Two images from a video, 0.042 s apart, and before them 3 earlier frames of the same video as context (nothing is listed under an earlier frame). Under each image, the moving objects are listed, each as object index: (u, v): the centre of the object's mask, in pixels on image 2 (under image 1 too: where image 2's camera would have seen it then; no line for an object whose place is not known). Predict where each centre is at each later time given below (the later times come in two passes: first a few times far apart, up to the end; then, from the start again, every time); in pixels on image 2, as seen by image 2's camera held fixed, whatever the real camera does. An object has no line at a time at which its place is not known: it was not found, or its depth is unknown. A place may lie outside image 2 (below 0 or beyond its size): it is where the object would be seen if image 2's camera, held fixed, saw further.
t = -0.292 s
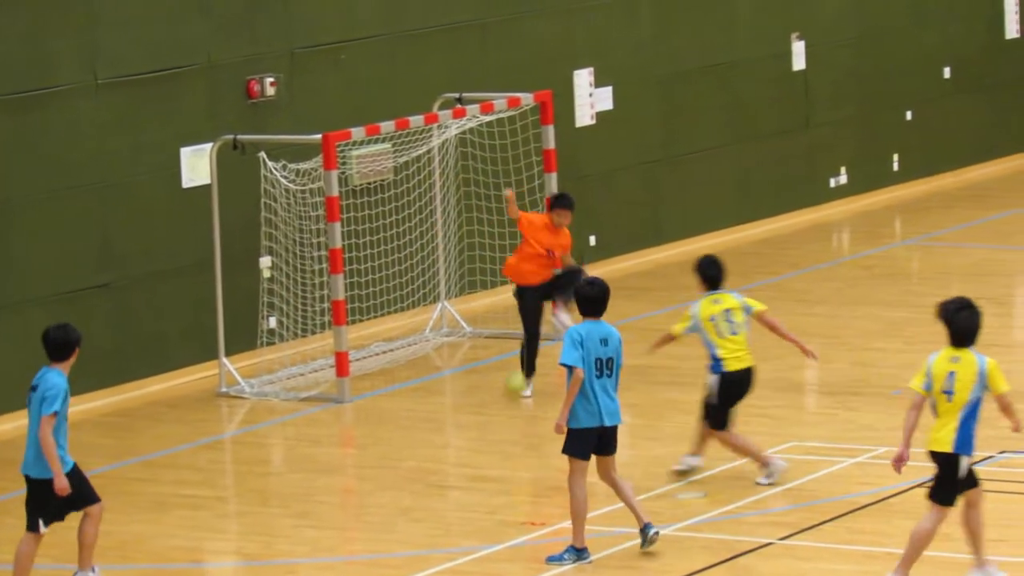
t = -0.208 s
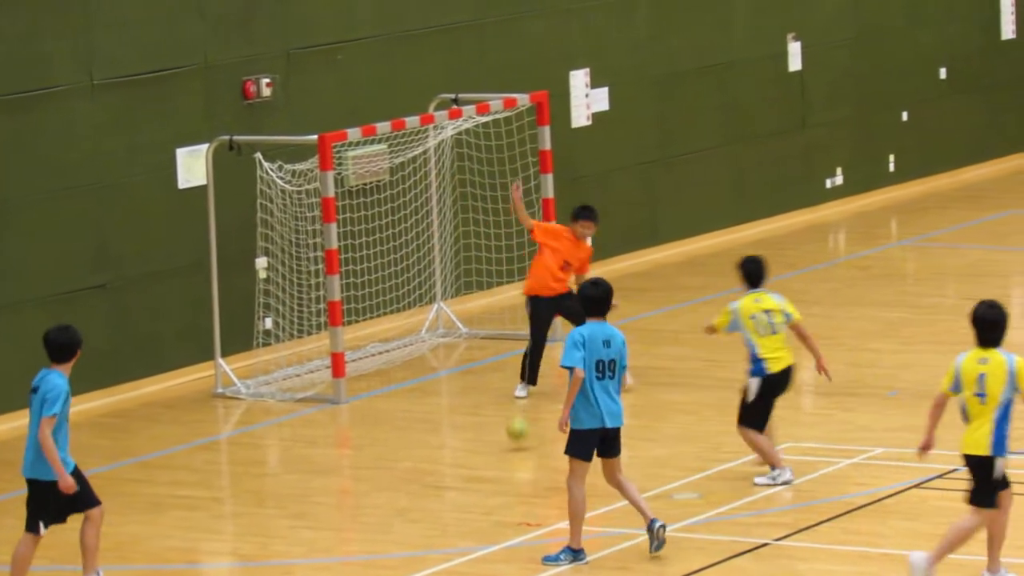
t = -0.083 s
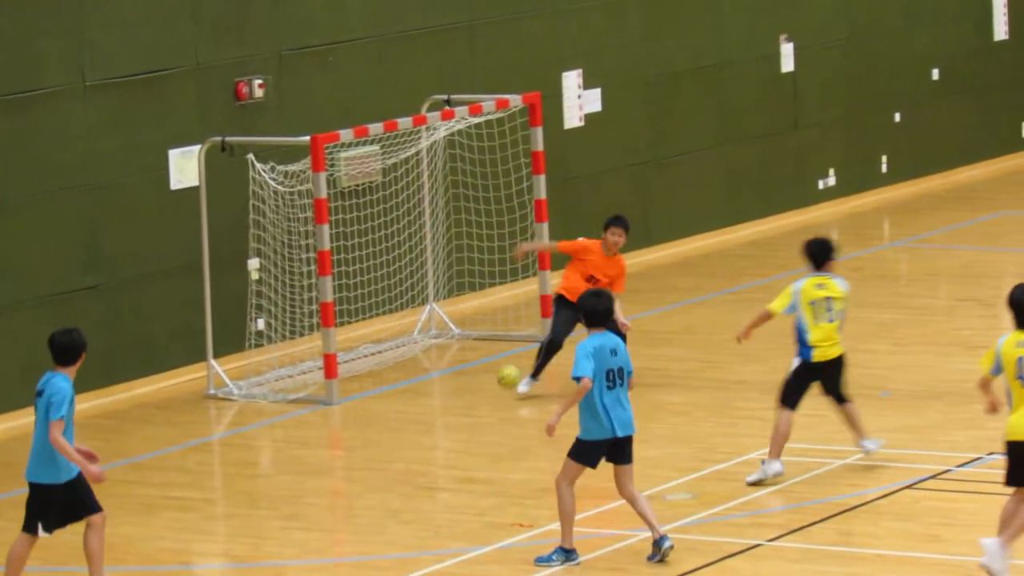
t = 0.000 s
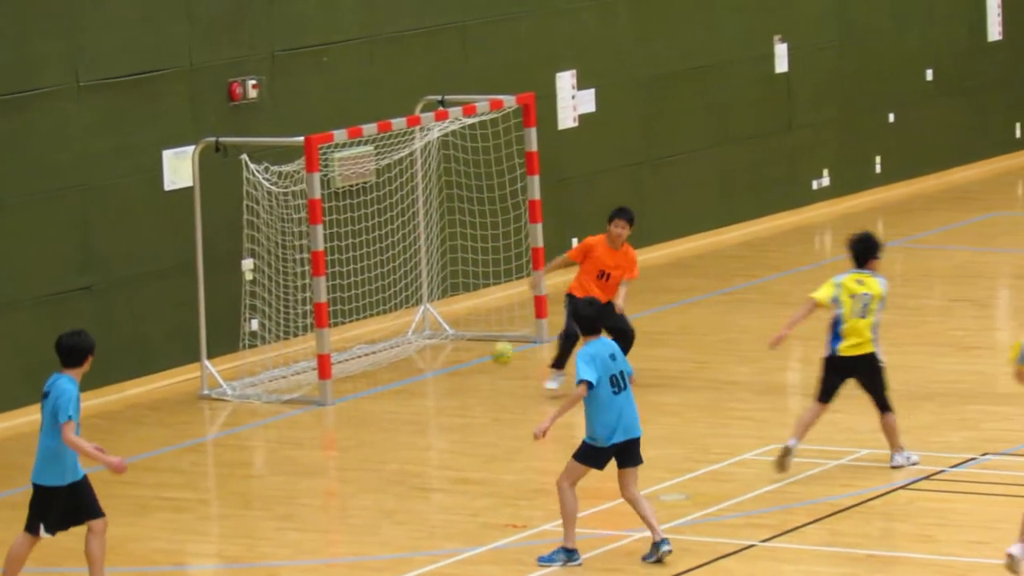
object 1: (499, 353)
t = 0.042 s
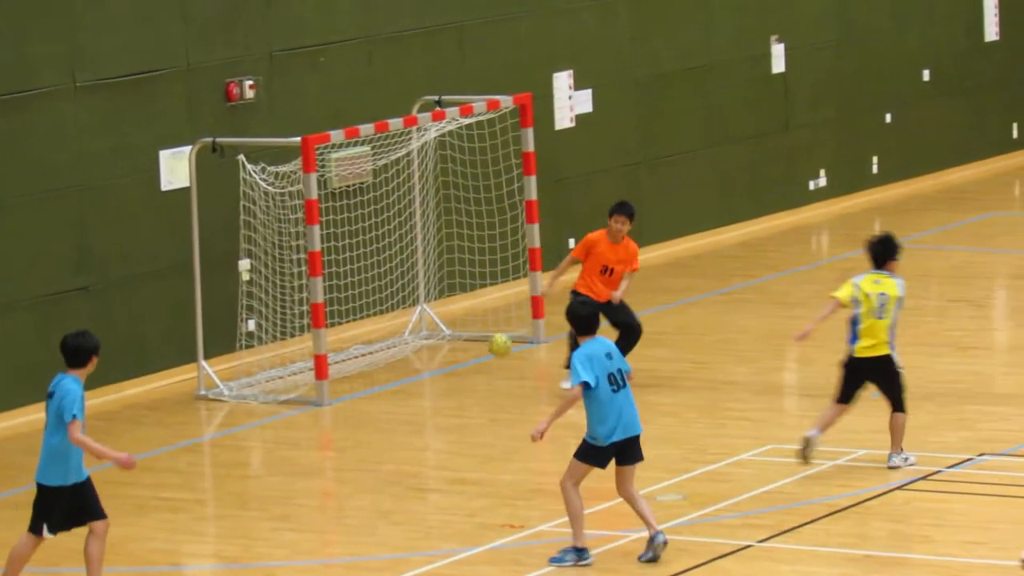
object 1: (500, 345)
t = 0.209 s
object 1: (501, 332)
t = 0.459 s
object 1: (506, 386)
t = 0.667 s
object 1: (512, 466)
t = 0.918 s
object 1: (507, 420)
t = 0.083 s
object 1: (500, 337)
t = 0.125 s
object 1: (500, 333)
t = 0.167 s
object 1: (501, 331)
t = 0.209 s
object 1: (501, 332)
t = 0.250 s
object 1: (502, 334)
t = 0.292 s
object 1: (501, 339)
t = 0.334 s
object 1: (503, 347)
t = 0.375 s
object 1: (504, 358)
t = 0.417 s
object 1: (505, 370)
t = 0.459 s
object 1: (506, 386)
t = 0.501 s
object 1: (508, 404)
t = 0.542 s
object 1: (509, 424)
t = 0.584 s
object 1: (511, 447)
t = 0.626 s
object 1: (513, 474)
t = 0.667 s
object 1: (512, 466)
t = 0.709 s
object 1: (510, 453)
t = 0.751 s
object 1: (509, 441)
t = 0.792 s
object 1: (508, 432)
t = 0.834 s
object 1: (508, 425)
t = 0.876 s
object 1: (507, 422)
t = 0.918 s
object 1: (507, 420)
